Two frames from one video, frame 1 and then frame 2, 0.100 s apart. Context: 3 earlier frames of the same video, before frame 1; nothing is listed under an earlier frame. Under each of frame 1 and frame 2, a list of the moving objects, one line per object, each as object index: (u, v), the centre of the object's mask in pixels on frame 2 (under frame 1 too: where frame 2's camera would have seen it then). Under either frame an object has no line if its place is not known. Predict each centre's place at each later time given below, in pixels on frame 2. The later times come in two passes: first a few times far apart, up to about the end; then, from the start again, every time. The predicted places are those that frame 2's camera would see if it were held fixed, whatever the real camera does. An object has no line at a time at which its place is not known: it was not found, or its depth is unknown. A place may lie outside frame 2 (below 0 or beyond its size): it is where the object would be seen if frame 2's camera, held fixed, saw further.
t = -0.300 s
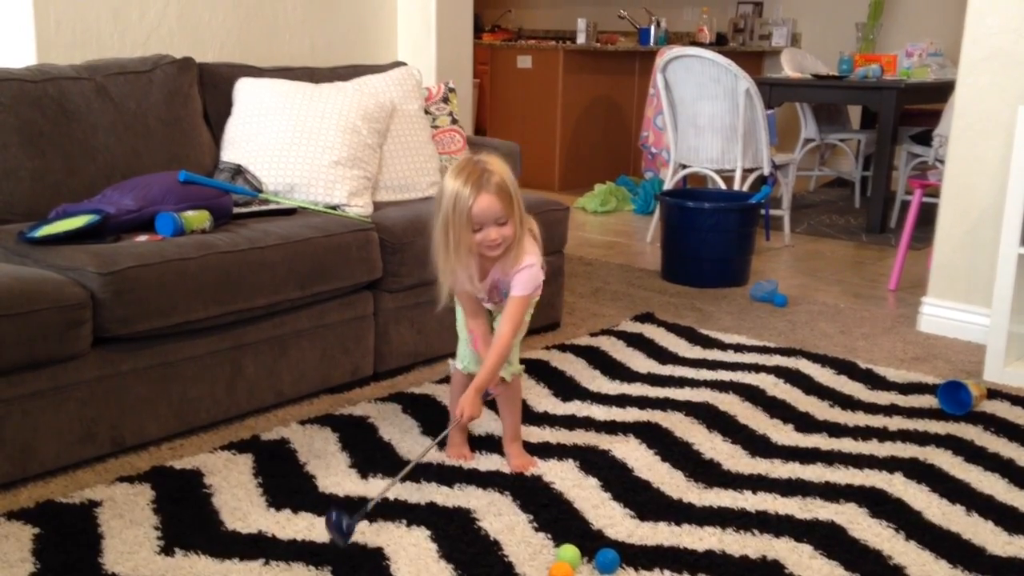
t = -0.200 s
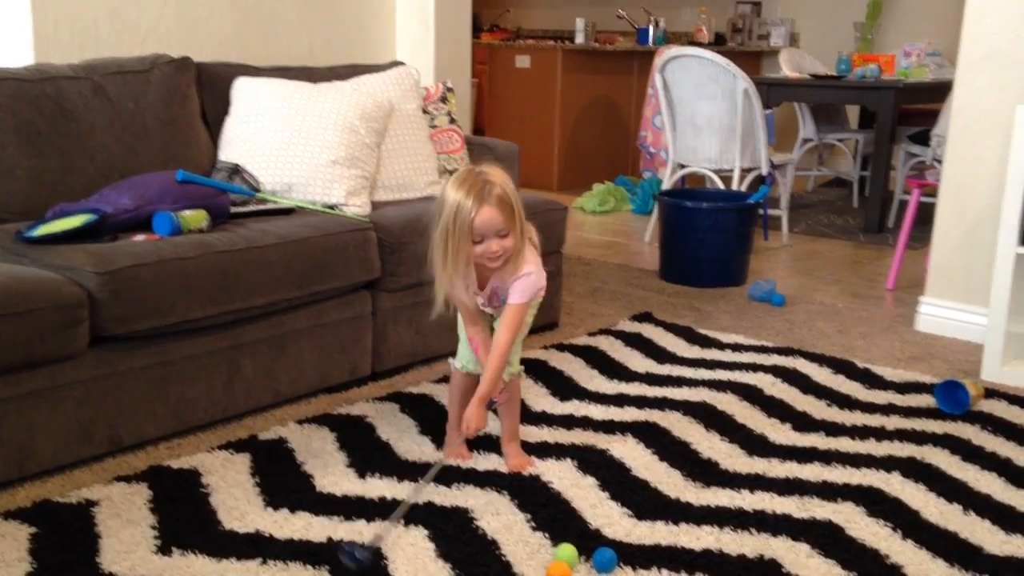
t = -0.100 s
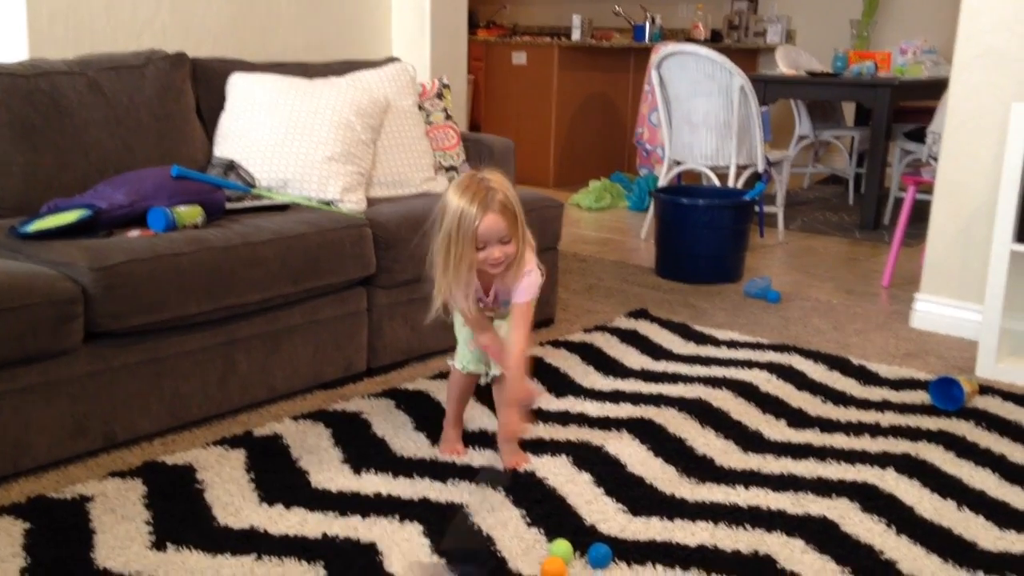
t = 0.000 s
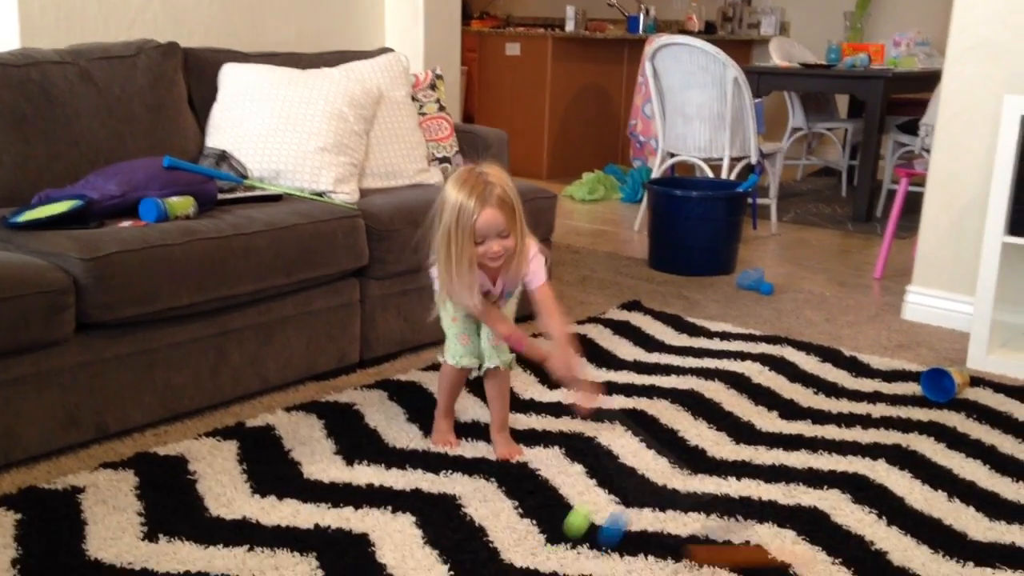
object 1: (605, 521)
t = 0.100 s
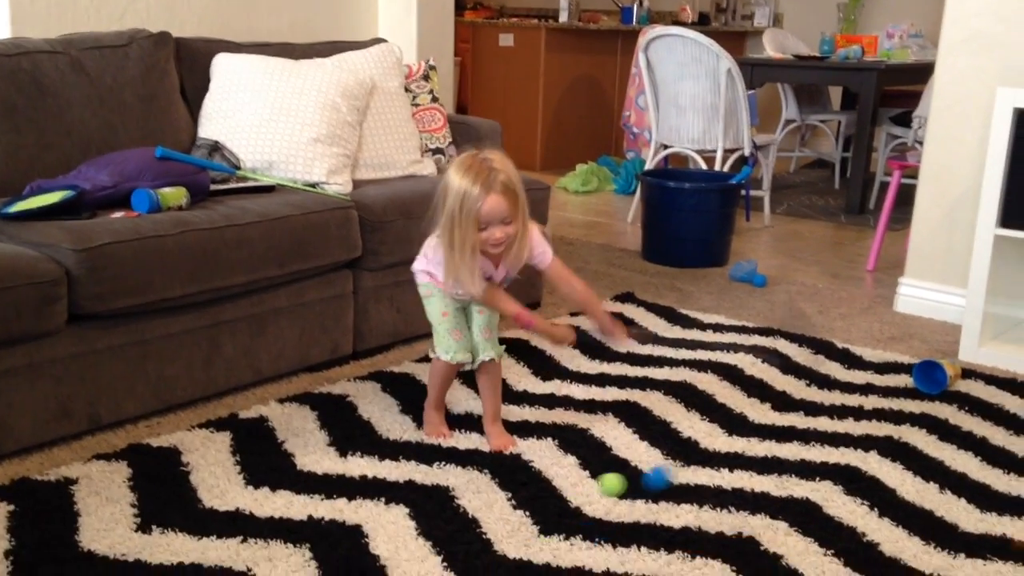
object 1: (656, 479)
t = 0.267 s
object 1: (734, 513)
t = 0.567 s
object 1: (854, 498)
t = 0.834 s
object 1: (927, 487)
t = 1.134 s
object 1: (972, 477)
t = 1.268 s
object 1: (983, 475)
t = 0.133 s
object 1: (674, 475)
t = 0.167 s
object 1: (690, 478)
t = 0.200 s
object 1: (706, 487)
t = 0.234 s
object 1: (720, 498)
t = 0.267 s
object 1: (734, 513)
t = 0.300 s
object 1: (751, 505)
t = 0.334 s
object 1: (763, 500)
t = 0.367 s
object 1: (778, 497)
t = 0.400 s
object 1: (792, 498)
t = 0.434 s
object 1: (805, 504)
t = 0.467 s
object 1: (818, 501)
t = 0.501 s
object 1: (831, 495)
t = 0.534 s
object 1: (843, 494)
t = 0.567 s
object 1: (854, 498)
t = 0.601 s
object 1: (866, 496)
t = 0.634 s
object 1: (875, 493)
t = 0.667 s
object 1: (884, 493)
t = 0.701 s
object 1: (892, 492)
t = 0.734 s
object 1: (903, 491)
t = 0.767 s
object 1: (912, 491)
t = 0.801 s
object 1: (919, 489)
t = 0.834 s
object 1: (927, 487)
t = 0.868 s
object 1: (933, 485)
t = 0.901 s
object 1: (939, 482)
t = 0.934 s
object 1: (944, 481)
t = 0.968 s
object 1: (949, 480)
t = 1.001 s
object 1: (953, 479)
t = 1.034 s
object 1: (958, 478)
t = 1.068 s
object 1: (963, 478)
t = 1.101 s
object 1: (968, 478)
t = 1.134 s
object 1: (972, 477)
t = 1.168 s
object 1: (976, 476)
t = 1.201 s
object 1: (979, 476)
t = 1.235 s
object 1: (981, 476)
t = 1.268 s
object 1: (983, 475)
